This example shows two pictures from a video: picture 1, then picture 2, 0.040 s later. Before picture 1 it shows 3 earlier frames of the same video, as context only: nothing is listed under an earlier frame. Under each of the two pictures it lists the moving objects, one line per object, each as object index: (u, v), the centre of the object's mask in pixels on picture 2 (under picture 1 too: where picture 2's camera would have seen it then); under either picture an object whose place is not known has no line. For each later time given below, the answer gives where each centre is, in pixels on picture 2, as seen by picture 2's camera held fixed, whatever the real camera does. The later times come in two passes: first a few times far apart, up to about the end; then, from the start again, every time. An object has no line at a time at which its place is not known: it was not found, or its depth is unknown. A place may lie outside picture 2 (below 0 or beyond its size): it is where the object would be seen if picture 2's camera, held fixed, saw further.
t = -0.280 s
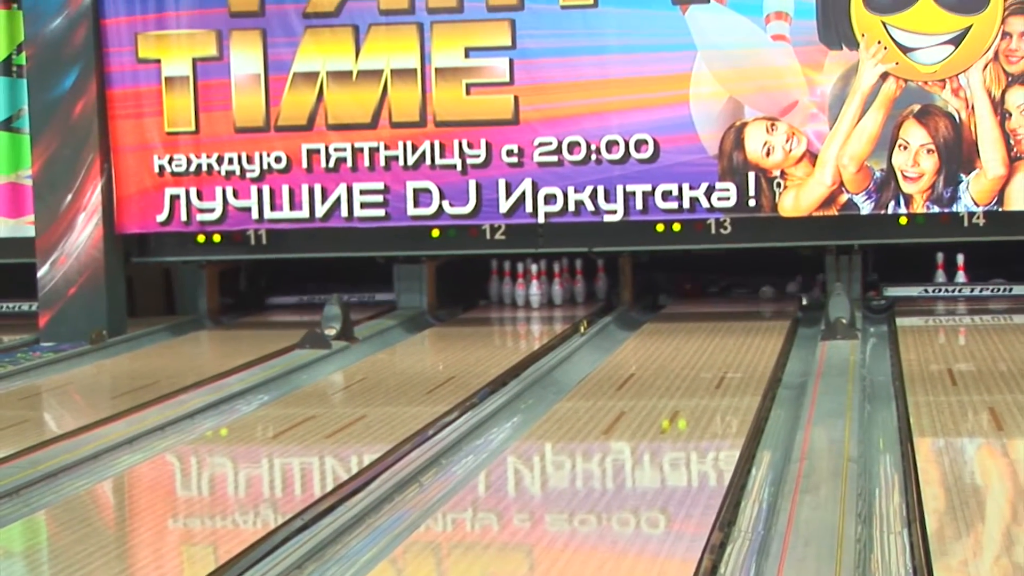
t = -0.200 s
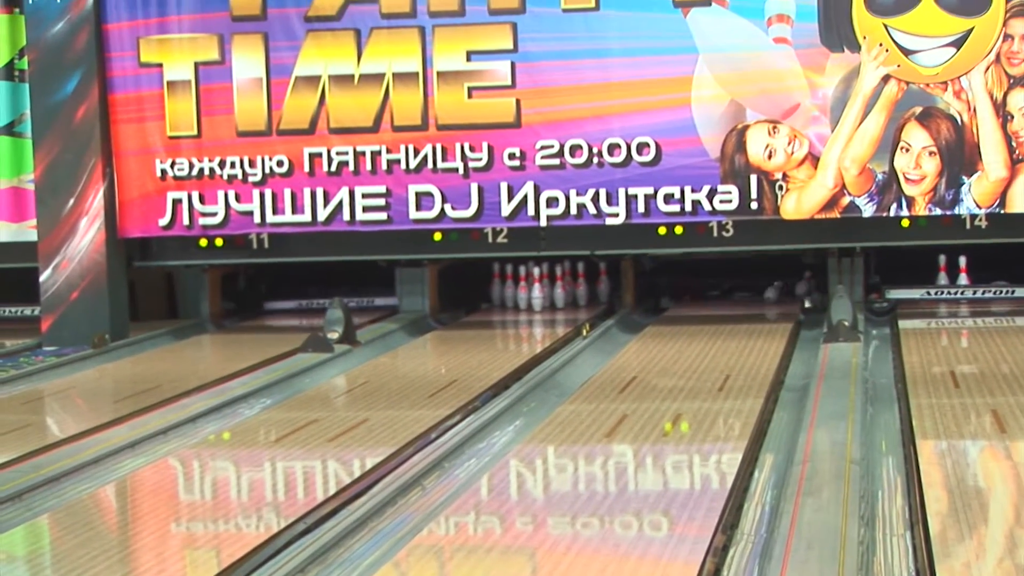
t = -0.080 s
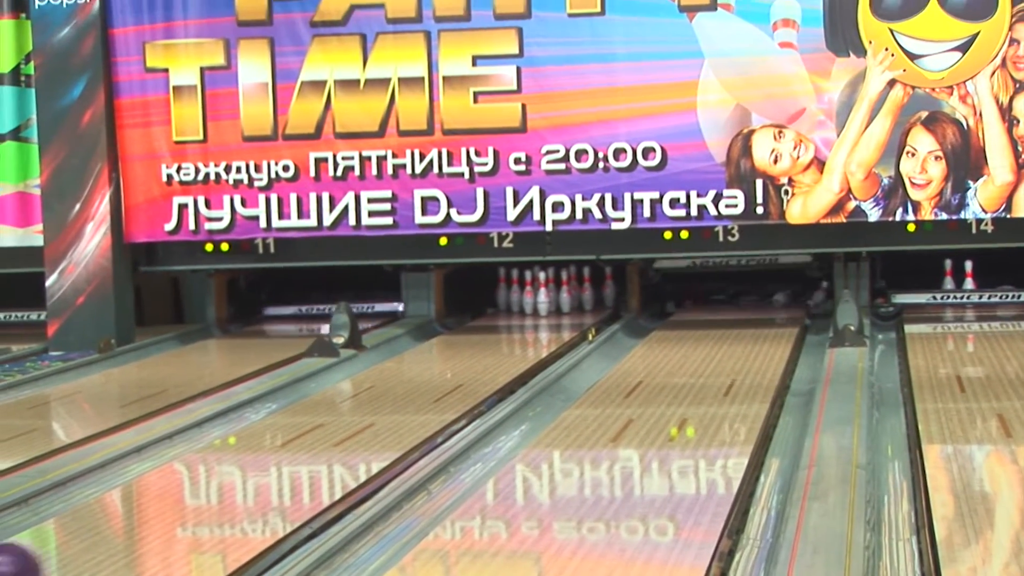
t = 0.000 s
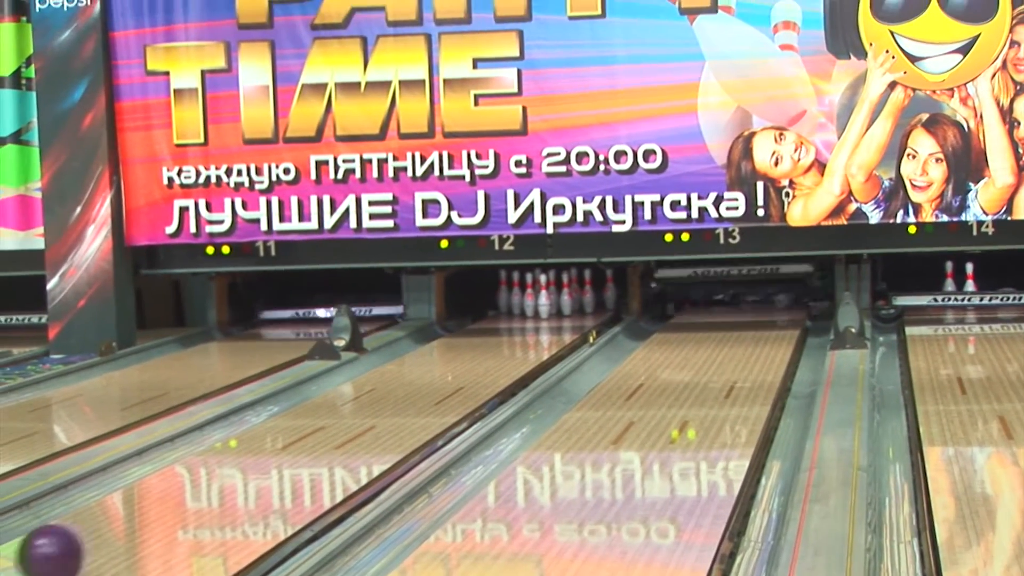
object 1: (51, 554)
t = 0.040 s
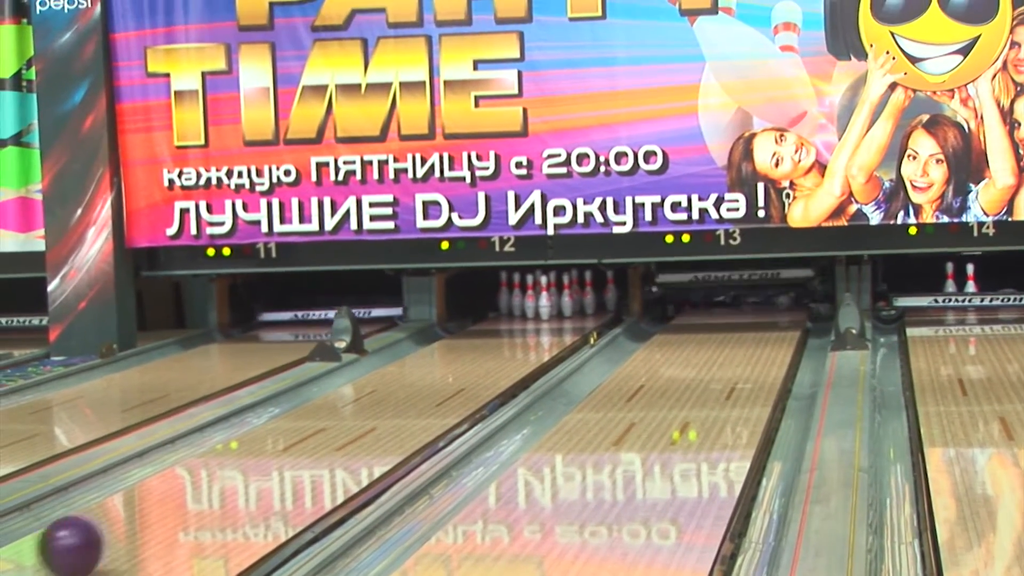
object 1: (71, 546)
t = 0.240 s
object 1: (154, 503)
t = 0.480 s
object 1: (233, 460)
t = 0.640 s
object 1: (276, 438)
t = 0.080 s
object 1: (90, 538)
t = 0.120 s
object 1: (107, 528)
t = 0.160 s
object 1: (124, 519)
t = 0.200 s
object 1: (139, 511)
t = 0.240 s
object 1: (154, 503)
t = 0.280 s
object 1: (169, 495)
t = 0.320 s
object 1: (183, 487)
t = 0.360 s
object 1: (196, 480)
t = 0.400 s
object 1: (209, 473)
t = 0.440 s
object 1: (221, 466)
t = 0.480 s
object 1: (233, 460)
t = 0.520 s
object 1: (244, 453)
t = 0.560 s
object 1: (255, 448)
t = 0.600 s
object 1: (265, 443)
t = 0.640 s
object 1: (276, 438)
